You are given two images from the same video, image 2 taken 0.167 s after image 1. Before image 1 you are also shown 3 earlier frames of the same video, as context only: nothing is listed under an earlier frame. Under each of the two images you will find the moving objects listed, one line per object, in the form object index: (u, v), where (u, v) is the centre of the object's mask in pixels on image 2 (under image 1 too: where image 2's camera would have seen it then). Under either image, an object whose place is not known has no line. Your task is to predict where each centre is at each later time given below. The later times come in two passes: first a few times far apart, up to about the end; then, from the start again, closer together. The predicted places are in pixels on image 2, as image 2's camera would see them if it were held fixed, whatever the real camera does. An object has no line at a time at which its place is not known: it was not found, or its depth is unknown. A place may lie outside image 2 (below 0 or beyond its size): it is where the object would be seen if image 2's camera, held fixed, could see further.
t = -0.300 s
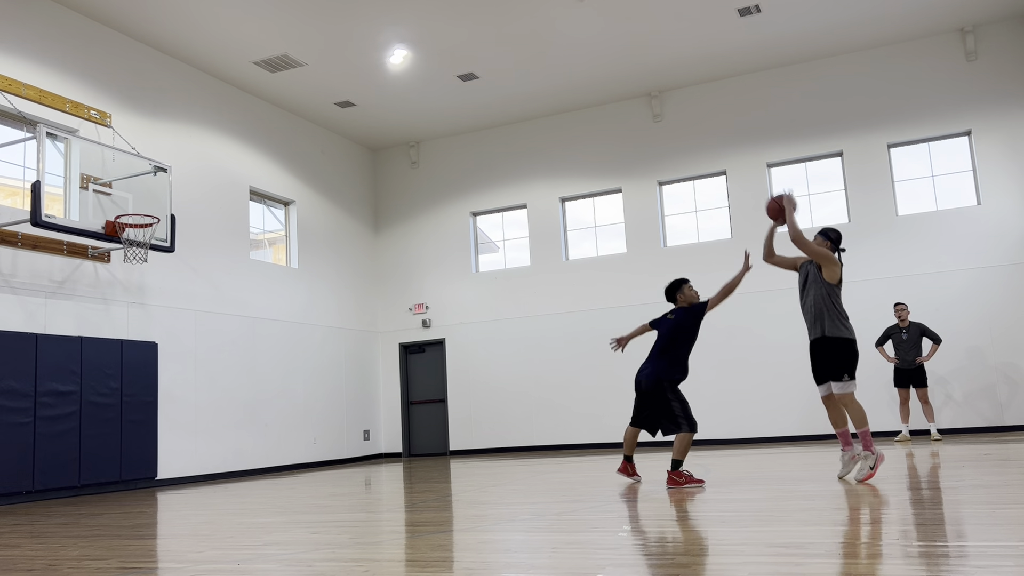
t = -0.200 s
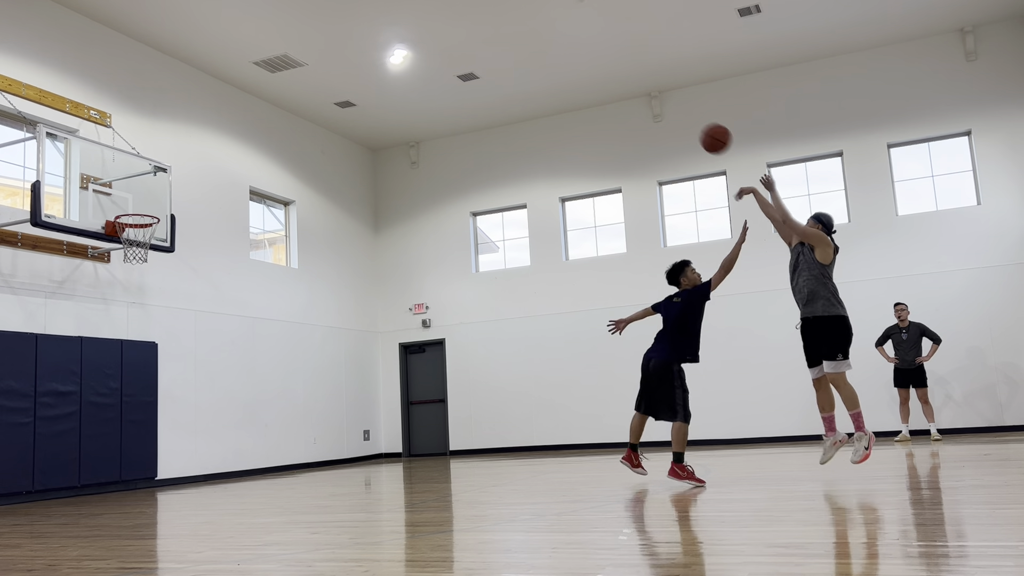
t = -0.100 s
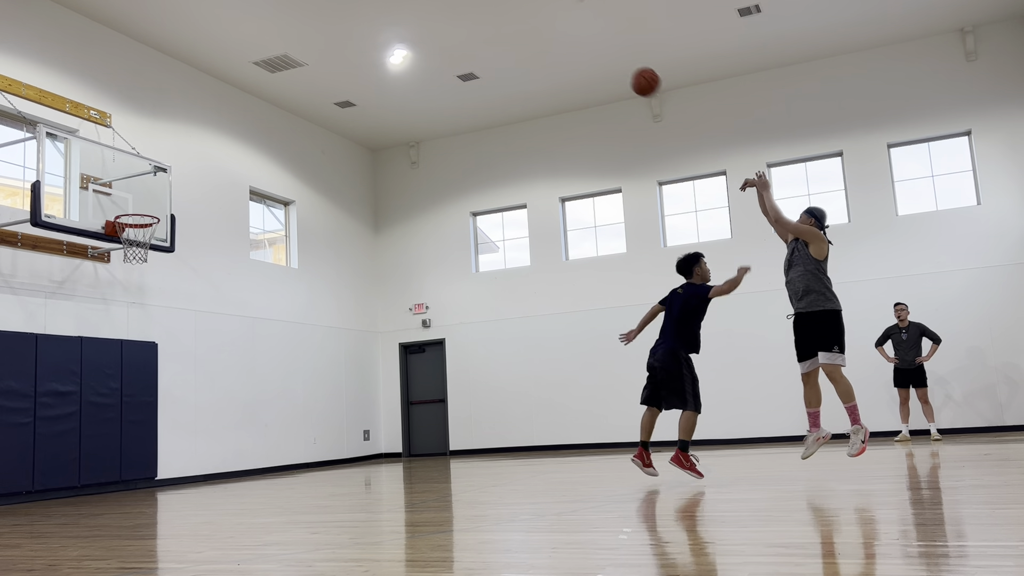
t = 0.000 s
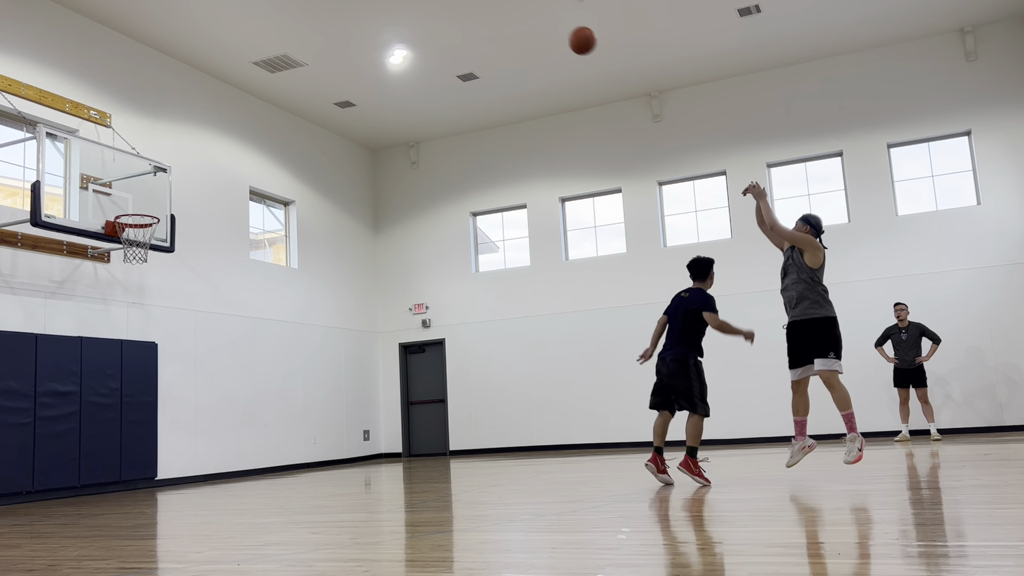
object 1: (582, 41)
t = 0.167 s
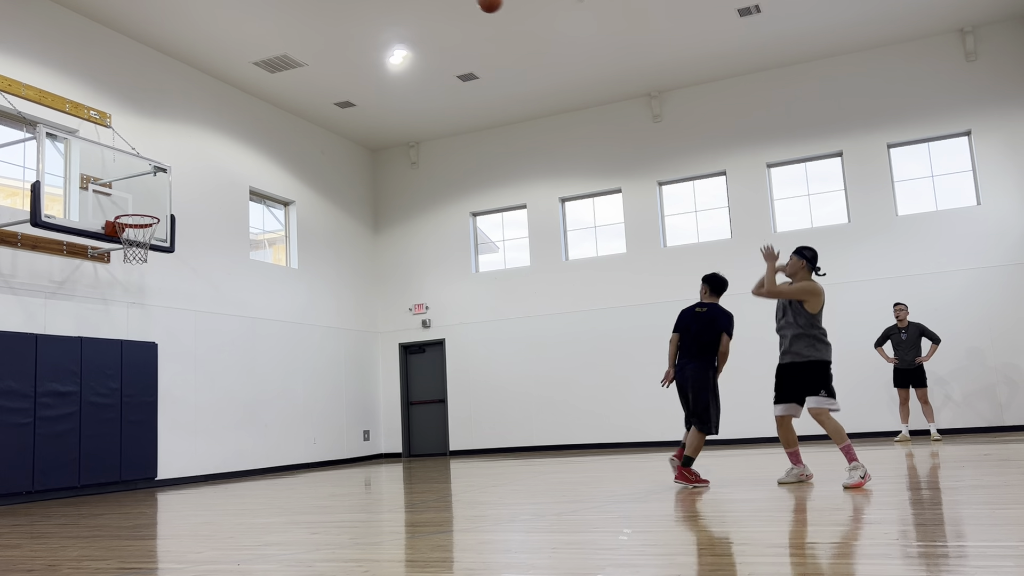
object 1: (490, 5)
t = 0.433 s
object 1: (365, 3)
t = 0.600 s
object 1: (297, 23)
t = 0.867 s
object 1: (200, 111)
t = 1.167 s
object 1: (124, 189)
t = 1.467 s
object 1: (133, 167)
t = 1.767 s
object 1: (169, 208)
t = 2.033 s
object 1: (202, 312)
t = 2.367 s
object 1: (237, 445)
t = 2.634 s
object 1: (240, 334)
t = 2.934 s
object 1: (244, 290)
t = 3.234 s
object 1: (249, 329)
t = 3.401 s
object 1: (252, 388)
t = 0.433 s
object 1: (365, 3)
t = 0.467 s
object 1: (351, 4)
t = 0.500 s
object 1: (337, 7)
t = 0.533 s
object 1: (324, 10)
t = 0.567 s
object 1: (310, 15)
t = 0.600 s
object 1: (297, 23)
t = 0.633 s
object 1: (284, 31)
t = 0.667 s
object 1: (272, 40)
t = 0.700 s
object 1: (259, 50)
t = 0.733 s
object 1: (247, 60)
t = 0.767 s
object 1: (235, 72)
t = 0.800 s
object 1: (223, 84)
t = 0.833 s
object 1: (212, 97)
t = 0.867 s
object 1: (200, 111)
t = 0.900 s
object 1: (189, 126)
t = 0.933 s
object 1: (178, 141)
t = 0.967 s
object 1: (167, 158)
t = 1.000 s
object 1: (156, 175)
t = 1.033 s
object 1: (145, 192)
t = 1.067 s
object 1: (136, 206)
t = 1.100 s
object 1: (132, 199)
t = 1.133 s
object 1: (128, 194)
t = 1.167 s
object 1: (124, 189)
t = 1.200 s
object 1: (120, 186)
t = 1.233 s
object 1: (116, 183)
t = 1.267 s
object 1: (113, 181)
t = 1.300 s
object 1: (114, 177)
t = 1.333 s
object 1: (118, 174)
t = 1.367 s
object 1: (122, 171)
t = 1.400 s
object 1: (125, 169)
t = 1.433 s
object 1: (129, 167)
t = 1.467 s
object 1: (133, 167)
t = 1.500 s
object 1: (137, 168)
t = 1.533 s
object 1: (141, 169)
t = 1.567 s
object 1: (145, 172)
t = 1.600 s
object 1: (149, 175)
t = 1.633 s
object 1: (152, 180)
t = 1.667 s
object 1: (157, 185)
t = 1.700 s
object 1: (161, 192)
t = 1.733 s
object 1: (165, 199)
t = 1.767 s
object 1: (169, 208)
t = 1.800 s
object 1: (173, 217)
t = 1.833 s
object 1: (177, 227)
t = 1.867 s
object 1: (181, 239)
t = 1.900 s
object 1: (185, 251)
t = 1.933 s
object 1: (189, 265)
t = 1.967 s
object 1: (193, 279)
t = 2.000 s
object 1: (198, 295)
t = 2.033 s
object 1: (202, 312)
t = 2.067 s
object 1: (206, 330)
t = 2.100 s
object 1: (211, 349)
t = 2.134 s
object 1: (215, 369)
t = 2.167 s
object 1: (219, 391)
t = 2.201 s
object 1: (224, 414)
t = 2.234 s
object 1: (228, 438)
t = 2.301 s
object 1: (237, 484)
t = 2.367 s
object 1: (237, 445)
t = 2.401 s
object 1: (238, 427)
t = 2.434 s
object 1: (238, 411)
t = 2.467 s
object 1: (238, 395)
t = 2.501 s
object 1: (238, 381)
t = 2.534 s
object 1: (239, 367)
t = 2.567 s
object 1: (239, 355)
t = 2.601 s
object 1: (239, 344)
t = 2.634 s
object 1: (240, 334)
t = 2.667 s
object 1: (240, 325)
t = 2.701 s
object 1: (241, 317)
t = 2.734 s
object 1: (241, 310)
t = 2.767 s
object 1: (242, 304)
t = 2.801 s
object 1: (242, 300)
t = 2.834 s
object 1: (243, 296)
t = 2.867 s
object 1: (243, 293)
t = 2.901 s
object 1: (244, 291)
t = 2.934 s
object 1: (244, 290)
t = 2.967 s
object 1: (244, 291)
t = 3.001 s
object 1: (245, 292)
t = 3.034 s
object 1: (246, 294)
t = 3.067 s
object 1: (246, 298)
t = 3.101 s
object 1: (246, 302)
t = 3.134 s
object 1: (247, 307)
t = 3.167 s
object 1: (248, 314)
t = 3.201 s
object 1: (248, 321)
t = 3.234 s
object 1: (249, 329)
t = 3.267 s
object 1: (249, 339)
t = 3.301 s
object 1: (250, 350)
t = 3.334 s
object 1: (251, 361)
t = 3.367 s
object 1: (251, 374)
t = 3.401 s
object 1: (252, 388)
